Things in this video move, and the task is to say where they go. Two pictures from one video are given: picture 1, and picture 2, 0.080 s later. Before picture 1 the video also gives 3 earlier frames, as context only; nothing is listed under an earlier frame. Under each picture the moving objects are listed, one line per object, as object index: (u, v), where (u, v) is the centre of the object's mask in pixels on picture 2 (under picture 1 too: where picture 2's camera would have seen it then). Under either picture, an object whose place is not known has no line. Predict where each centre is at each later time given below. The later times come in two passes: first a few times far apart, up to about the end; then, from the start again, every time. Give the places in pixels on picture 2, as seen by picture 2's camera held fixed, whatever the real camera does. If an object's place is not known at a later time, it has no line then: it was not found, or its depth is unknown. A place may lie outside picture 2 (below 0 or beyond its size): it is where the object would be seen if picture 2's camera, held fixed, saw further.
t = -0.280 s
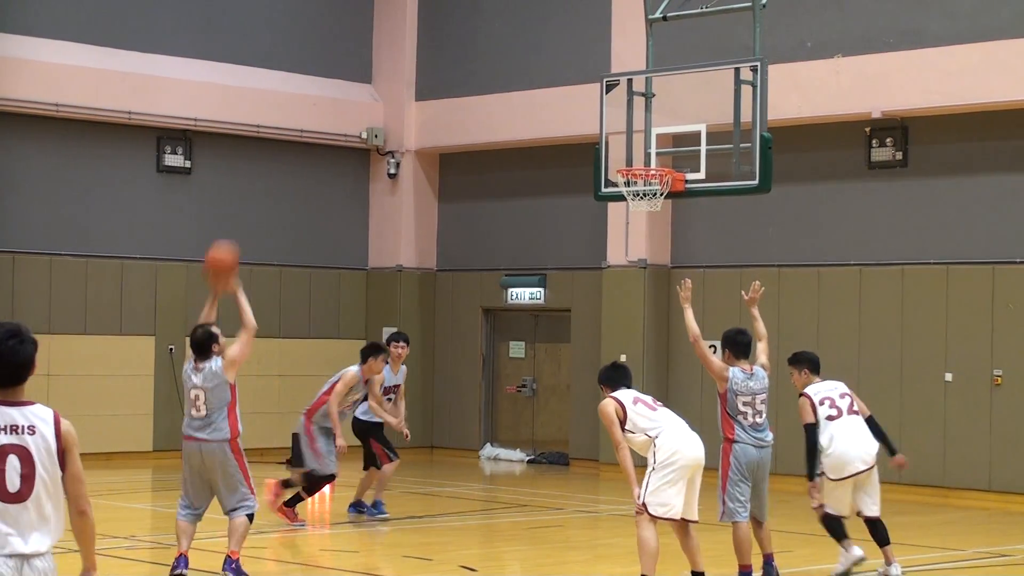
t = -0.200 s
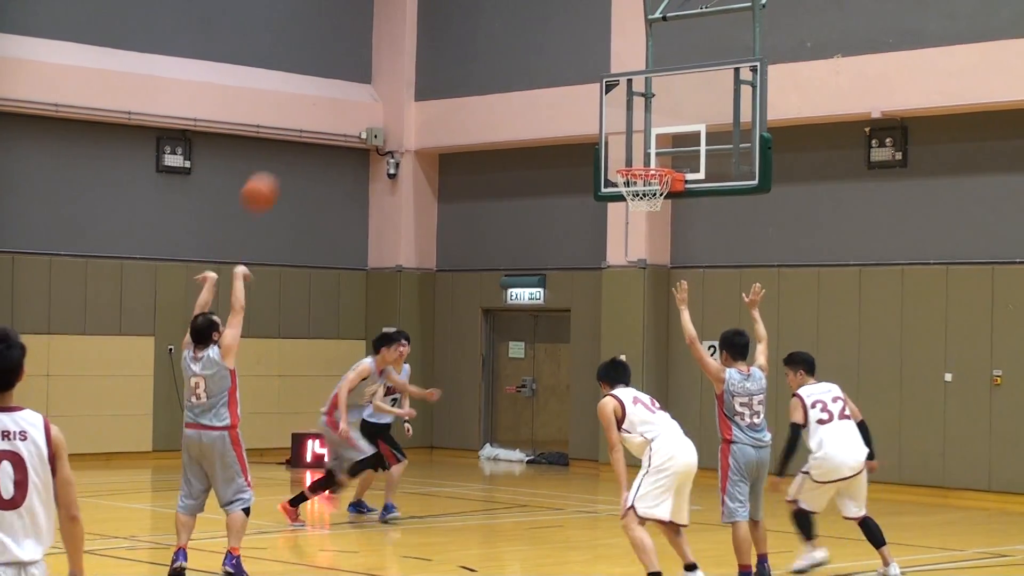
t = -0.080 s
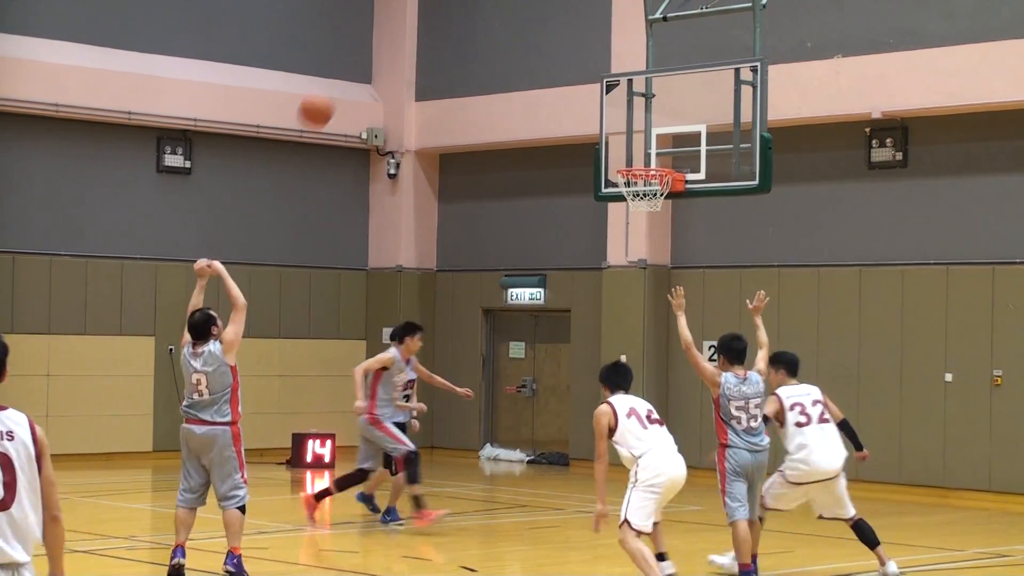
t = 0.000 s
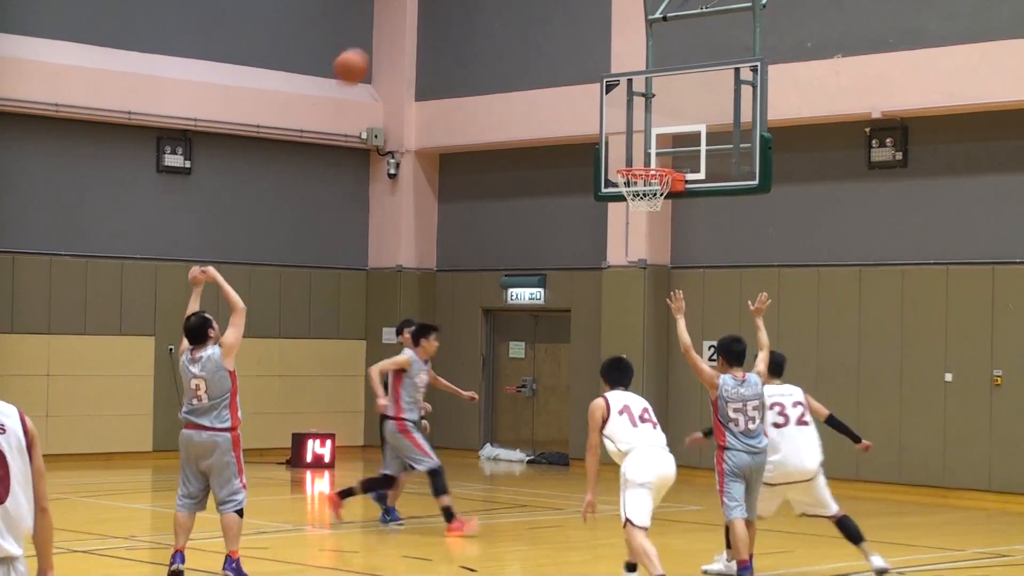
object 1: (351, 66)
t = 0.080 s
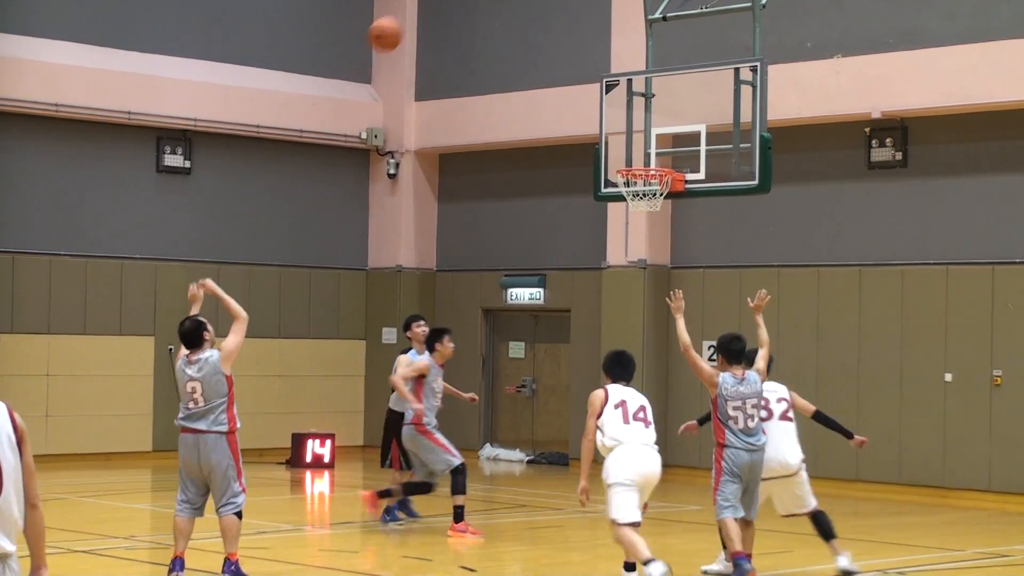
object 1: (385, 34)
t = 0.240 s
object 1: (450, 6)
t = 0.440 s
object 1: (524, 6)
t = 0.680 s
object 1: (604, 61)
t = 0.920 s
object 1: (659, 141)
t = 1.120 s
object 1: (627, 56)
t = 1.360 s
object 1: (589, 9)
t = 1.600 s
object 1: (546, 34)
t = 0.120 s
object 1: (401, 21)
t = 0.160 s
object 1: (419, 13)
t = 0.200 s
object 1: (434, 8)
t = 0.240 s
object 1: (450, 6)
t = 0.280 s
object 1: (464, 4)
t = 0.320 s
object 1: (480, 4)
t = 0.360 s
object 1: (495, 3)
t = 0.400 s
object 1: (509, 4)
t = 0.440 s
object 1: (524, 6)
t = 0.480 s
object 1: (537, 7)
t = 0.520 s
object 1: (551, 12)
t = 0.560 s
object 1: (565, 21)
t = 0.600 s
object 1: (578, 32)
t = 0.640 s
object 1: (590, 46)
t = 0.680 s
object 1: (604, 61)
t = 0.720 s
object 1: (616, 78)
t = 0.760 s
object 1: (628, 97)
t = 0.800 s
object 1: (641, 118)
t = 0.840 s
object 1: (653, 139)
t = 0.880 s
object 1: (664, 157)
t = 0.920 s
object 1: (659, 141)
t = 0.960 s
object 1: (652, 120)
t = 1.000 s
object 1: (647, 102)
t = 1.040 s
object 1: (641, 84)
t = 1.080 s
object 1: (633, 69)
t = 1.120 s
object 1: (627, 56)
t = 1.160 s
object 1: (620, 44)
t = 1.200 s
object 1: (615, 32)
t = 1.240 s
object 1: (609, 24)
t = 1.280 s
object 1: (602, 17)
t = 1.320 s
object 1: (596, 12)
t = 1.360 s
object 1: (589, 9)
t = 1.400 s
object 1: (581, 10)
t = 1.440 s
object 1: (575, 11)
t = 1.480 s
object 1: (567, 13)
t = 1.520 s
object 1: (560, 19)
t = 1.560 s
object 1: (553, 25)
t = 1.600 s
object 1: (546, 34)
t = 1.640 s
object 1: (539, 44)
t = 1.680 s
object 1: (532, 57)
